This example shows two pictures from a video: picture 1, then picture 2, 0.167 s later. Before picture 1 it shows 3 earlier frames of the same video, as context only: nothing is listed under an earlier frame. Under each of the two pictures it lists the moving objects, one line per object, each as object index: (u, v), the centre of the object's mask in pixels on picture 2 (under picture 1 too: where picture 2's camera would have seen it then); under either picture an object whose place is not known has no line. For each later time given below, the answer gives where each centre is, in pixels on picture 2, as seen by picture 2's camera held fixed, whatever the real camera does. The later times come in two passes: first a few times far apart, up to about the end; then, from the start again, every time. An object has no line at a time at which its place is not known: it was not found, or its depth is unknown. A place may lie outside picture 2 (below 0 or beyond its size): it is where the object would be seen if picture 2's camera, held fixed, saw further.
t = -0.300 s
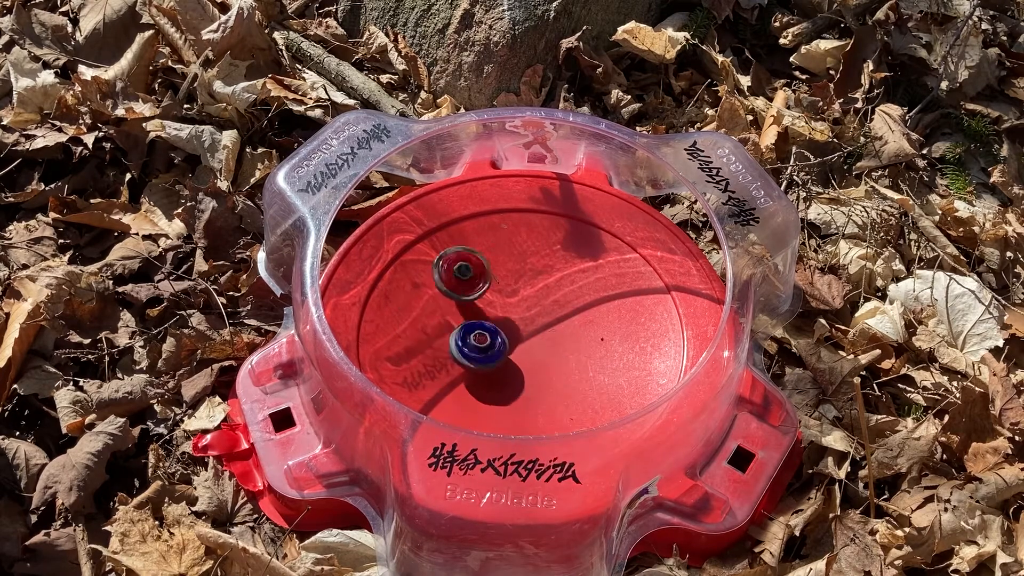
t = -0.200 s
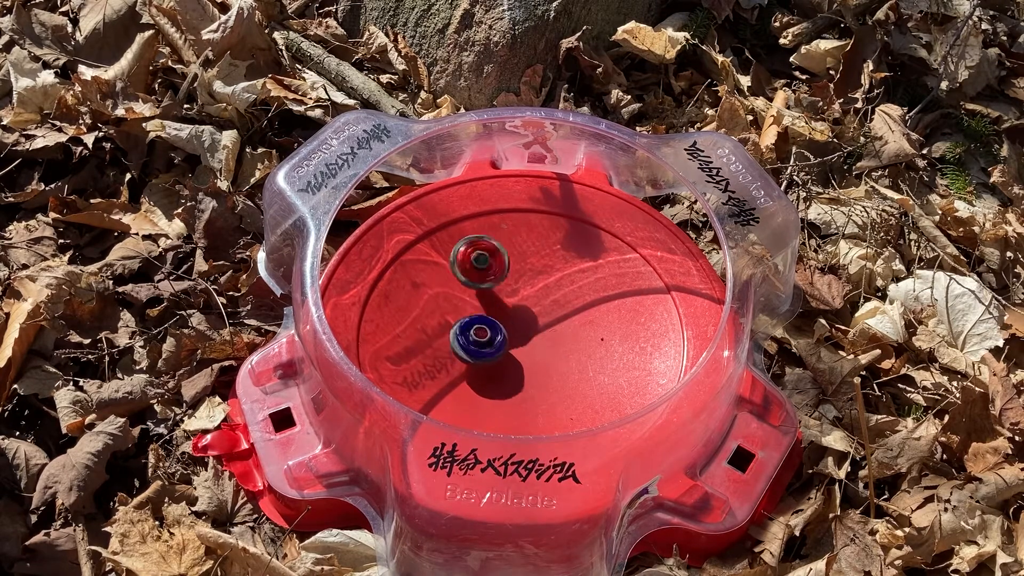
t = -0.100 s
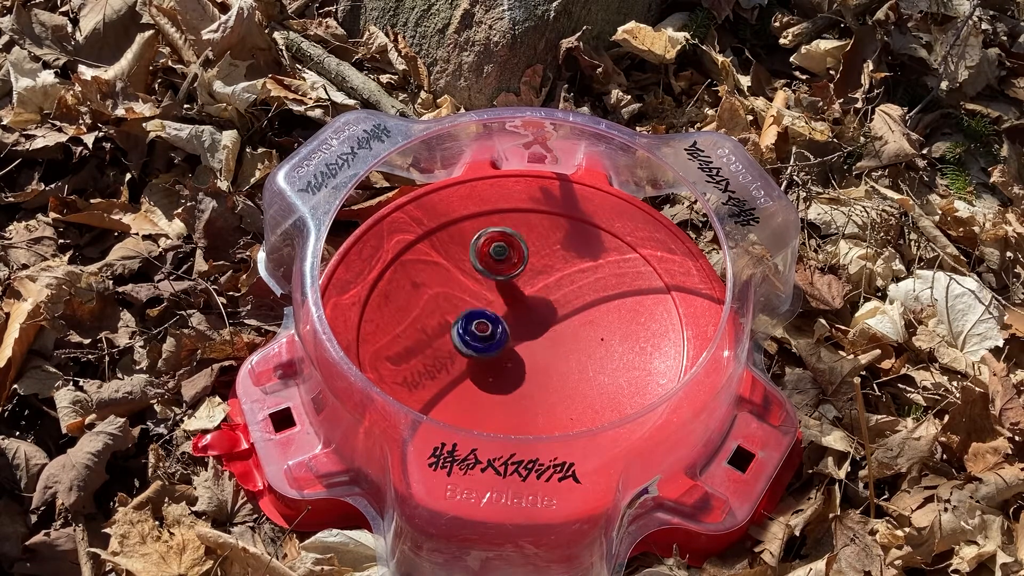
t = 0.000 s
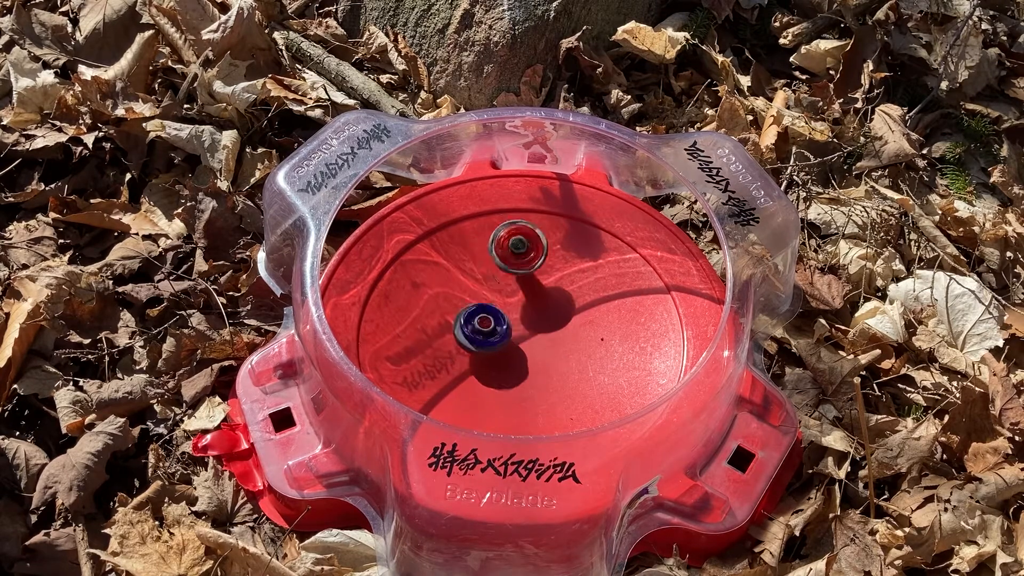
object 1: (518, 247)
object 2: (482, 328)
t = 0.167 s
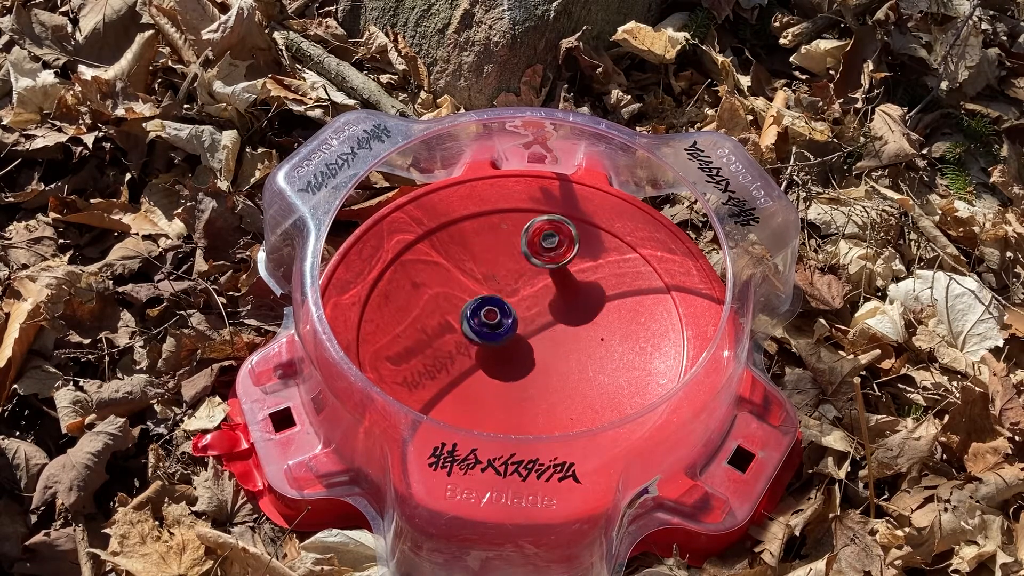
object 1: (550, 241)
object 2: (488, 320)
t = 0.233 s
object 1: (561, 242)
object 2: (491, 317)
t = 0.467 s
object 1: (598, 254)
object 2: (508, 310)
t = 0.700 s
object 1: (612, 294)
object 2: (528, 306)
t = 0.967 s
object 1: (601, 354)
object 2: (545, 306)
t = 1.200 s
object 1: (589, 398)
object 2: (555, 313)
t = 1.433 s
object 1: (566, 414)
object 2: (561, 327)
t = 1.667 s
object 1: (520, 404)
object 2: (561, 342)
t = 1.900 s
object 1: (466, 371)
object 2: (558, 357)
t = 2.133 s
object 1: (426, 339)
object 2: (549, 367)
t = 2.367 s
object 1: (423, 314)
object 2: (535, 372)
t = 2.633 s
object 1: (460, 287)
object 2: (513, 372)
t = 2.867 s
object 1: (513, 268)
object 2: (498, 367)
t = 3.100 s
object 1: (561, 248)
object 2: (486, 355)
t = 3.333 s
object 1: (593, 249)
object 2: (480, 342)
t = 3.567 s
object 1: (599, 284)
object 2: (486, 333)
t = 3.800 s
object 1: (578, 344)
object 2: (496, 322)
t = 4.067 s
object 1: (568, 399)
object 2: (513, 311)
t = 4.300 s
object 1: (549, 416)
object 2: (527, 306)
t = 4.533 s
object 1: (510, 409)
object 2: (540, 307)
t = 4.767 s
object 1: (479, 374)
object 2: (549, 314)
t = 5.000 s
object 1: (451, 323)
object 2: (554, 330)
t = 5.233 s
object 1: (436, 286)
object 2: (556, 346)
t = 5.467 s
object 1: (454, 270)
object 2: (554, 358)
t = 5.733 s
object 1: (515, 273)
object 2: (543, 369)
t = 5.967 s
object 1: (574, 271)
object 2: (531, 372)
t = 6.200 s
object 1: (607, 280)
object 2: (516, 369)
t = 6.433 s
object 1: (606, 317)
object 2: (503, 360)
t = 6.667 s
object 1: (581, 365)
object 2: (495, 348)
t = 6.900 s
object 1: (552, 403)
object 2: (492, 336)
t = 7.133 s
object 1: (522, 412)
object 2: (496, 325)
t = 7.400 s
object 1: (482, 379)
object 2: (506, 317)
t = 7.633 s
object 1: (446, 332)
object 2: (518, 314)
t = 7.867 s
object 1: (430, 297)
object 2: (529, 315)
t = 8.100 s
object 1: (454, 286)
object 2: (540, 322)
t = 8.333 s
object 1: (515, 281)
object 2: (548, 331)
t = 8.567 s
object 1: (573, 268)
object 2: (548, 342)
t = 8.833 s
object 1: (602, 276)
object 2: (545, 353)
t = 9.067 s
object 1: (586, 319)
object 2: (536, 359)
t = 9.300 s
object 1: (613, 342)
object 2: (474, 381)
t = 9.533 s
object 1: (591, 360)
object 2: (461, 384)
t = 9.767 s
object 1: (537, 374)
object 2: (456, 379)
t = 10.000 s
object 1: (509, 388)
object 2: (462, 360)
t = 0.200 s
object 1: (555, 241)
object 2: (490, 319)
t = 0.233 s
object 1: (561, 242)
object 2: (491, 317)
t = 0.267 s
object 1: (567, 242)
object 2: (493, 316)
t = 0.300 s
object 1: (572, 243)
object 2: (495, 315)
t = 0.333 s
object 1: (578, 244)
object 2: (498, 314)
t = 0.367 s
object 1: (584, 246)
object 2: (500, 313)
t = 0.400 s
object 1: (589, 248)
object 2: (503, 312)
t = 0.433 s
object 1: (593, 251)
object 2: (505, 311)
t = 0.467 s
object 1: (598, 254)
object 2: (508, 310)
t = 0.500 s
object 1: (601, 258)
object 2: (511, 309)
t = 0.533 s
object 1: (605, 262)
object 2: (514, 308)
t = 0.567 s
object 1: (607, 267)
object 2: (517, 308)
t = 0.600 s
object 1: (609, 273)
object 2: (520, 308)
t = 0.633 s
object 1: (611, 280)
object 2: (523, 307)
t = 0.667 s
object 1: (611, 287)
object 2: (525, 306)
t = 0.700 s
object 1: (612, 294)
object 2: (528, 306)
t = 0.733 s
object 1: (611, 301)
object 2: (531, 306)
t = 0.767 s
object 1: (610, 309)
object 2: (533, 306)
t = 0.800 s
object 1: (608, 317)
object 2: (535, 306)
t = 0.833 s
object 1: (607, 324)
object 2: (537, 306)
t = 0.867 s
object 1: (606, 332)
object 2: (540, 306)
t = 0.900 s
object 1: (604, 340)
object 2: (542, 306)
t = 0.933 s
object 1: (603, 347)
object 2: (543, 306)
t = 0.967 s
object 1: (601, 354)
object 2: (545, 306)
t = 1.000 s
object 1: (600, 361)
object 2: (547, 307)
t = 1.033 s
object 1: (598, 367)
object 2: (549, 307)
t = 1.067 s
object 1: (597, 374)
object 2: (550, 308)
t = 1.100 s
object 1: (595, 381)
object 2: (552, 310)
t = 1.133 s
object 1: (594, 387)
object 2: (553, 311)
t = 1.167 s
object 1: (591, 392)
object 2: (554, 312)
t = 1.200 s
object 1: (589, 398)
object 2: (555, 313)
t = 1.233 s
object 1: (587, 402)
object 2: (556, 315)
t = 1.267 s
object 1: (584, 406)
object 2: (557, 316)
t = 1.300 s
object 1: (581, 409)
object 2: (558, 318)
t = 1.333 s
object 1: (578, 411)
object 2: (559, 320)
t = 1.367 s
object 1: (574, 413)
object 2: (560, 322)
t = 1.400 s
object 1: (570, 414)
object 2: (561, 325)
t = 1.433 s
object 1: (566, 414)
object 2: (561, 327)
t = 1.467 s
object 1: (561, 415)
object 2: (562, 329)
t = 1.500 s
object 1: (555, 415)
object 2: (562, 331)
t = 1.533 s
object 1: (549, 414)
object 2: (562, 333)
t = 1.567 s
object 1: (543, 413)
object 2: (562, 335)
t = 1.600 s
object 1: (536, 411)
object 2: (562, 337)
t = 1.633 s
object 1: (528, 408)
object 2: (562, 340)
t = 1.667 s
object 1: (520, 404)
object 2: (561, 342)
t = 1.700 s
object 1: (513, 401)
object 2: (561, 344)
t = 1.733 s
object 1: (505, 397)
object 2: (561, 346)
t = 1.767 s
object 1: (497, 393)
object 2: (561, 348)
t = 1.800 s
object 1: (489, 388)
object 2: (560, 350)
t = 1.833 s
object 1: (481, 383)
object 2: (559, 352)
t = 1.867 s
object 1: (473, 377)
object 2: (558, 354)
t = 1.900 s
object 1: (466, 371)
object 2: (558, 357)
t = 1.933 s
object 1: (458, 366)
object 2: (556, 359)
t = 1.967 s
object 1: (451, 361)
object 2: (555, 360)
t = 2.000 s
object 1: (444, 355)
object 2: (554, 362)
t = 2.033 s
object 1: (439, 351)
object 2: (553, 363)
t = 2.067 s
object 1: (434, 347)
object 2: (552, 365)
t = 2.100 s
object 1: (430, 342)
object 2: (550, 366)
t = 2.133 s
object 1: (426, 339)
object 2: (549, 367)
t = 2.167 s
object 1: (424, 335)
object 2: (547, 368)
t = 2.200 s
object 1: (422, 331)
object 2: (546, 369)
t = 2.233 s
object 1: (420, 328)
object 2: (544, 370)
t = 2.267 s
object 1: (420, 324)
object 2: (542, 371)
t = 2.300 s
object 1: (421, 321)
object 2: (540, 372)
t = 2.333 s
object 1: (422, 317)
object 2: (538, 373)
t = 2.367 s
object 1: (423, 314)
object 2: (535, 372)
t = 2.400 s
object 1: (426, 311)
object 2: (533, 373)
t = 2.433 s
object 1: (429, 307)
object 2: (530, 373)
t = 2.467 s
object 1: (434, 303)
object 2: (528, 373)
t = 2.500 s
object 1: (438, 299)
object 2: (525, 373)
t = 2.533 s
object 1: (443, 296)
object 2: (522, 374)
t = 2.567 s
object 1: (449, 293)
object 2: (519, 373)
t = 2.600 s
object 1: (454, 290)
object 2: (517, 373)
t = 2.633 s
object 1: (460, 287)
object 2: (513, 372)
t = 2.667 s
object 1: (467, 284)
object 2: (511, 371)
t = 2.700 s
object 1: (473, 281)
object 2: (508, 370)
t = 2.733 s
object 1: (481, 279)
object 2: (506, 370)
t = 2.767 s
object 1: (489, 276)
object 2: (504, 369)
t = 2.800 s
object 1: (497, 273)
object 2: (502, 368)
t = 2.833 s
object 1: (505, 270)
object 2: (500, 367)
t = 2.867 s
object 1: (513, 268)
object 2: (498, 367)
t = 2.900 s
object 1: (521, 265)
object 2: (496, 365)
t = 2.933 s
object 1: (528, 262)
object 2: (494, 364)
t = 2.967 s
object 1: (535, 259)
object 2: (492, 362)
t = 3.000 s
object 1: (542, 256)
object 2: (490, 360)
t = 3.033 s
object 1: (549, 253)
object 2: (489, 359)
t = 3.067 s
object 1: (555, 251)
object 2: (487, 357)
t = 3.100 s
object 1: (561, 248)
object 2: (486, 355)
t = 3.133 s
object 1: (566, 246)
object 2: (485, 353)
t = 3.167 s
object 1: (572, 245)
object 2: (483, 351)
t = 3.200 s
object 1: (577, 244)
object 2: (482, 350)
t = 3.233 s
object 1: (582, 244)
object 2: (482, 348)
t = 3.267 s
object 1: (586, 245)
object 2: (481, 346)
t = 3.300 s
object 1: (589, 246)
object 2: (481, 344)
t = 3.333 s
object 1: (593, 249)
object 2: (480, 342)
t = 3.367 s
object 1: (595, 251)
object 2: (481, 341)
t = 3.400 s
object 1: (598, 255)
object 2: (481, 339)
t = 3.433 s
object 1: (599, 260)
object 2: (482, 341)
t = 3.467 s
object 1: (600, 265)
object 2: (483, 340)
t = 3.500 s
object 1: (600, 270)
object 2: (484, 338)
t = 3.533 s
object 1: (600, 277)
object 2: (485, 335)
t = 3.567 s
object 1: (599, 284)
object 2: (486, 333)
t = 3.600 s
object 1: (596, 291)
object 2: (487, 332)
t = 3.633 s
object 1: (593, 299)
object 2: (488, 330)
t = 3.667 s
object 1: (590, 308)
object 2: (490, 329)
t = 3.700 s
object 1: (586, 316)
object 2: (491, 327)
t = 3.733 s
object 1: (583, 325)
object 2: (493, 325)
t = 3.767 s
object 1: (580, 335)
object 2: (494, 323)
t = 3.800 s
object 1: (578, 344)
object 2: (496, 322)
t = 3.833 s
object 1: (577, 353)
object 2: (498, 320)
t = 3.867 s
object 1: (575, 361)
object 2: (501, 318)
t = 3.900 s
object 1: (574, 369)
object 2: (503, 317)
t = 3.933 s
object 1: (573, 376)
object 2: (505, 316)
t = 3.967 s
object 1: (572, 383)
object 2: (507, 315)
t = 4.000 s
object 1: (571, 389)
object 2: (509, 313)
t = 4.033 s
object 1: (570, 394)
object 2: (511, 312)
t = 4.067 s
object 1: (568, 399)
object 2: (513, 311)
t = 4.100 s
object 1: (567, 403)
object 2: (515, 310)
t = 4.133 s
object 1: (565, 407)
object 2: (517, 309)
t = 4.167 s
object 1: (563, 409)
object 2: (519, 309)
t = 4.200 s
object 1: (560, 412)
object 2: (521, 308)
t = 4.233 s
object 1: (557, 414)
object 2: (523, 307)
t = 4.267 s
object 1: (553, 415)
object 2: (525, 307)
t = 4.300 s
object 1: (549, 416)
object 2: (527, 306)
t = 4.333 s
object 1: (544, 417)
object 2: (529, 306)
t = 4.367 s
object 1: (539, 417)
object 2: (532, 306)
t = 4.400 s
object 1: (533, 417)
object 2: (533, 306)
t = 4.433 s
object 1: (527, 416)
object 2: (535, 306)
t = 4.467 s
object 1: (522, 414)
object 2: (537, 306)
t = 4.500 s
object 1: (515, 412)
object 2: (539, 306)
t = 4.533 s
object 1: (510, 409)
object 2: (540, 307)
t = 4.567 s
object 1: (505, 406)
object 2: (542, 308)
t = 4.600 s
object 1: (501, 400)
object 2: (543, 308)
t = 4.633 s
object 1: (496, 397)
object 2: (545, 309)
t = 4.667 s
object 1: (492, 392)
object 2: (546, 310)
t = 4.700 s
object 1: (487, 386)
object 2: (547, 311)
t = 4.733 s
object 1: (483, 380)
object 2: (548, 312)
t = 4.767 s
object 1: (479, 374)
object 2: (549, 314)
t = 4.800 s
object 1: (475, 367)
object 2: (550, 315)
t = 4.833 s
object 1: (471, 360)
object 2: (551, 317)
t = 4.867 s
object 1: (467, 353)
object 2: (551, 319)
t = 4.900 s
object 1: (463, 345)
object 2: (552, 322)
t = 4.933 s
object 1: (459, 339)
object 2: (553, 324)
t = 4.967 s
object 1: (456, 331)
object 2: (554, 327)
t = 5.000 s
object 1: (451, 323)
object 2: (554, 330)
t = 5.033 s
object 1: (448, 316)
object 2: (554, 332)
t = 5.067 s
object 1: (445, 310)
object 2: (554, 335)
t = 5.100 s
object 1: (443, 305)
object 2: (555, 338)
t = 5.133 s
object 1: (440, 299)
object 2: (555, 340)
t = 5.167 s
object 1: (438, 295)
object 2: (555, 342)
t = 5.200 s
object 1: (437, 289)
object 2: (556, 344)
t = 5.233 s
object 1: (436, 286)
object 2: (556, 346)
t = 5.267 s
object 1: (436, 283)
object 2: (556, 348)
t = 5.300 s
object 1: (437, 279)
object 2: (556, 350)
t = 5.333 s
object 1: (439, 276)
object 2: (556, 352)
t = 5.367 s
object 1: (441, 274)
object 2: (556, 353)
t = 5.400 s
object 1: (445, 272)
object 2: (555, 355)
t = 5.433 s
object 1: (449, 271)
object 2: (555, 357)
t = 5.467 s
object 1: (454, 270)
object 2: (554, 358)
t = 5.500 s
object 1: (460, 269)
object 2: (552, 360)
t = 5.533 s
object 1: (465, 270)
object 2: (551, 362)
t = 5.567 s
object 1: (472, 270)
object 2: (550, 363)
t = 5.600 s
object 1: (480, 270)
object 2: (549, 365)
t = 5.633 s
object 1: (488, 271)
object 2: (548, 366)
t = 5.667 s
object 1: (496, 272)
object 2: (546, 367)
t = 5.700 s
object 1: (505, 273)
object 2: (545, 368)
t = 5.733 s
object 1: (515, 273)
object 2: (543, 369)
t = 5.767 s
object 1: (524, 274)
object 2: (542, 370)
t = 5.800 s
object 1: (533, 274)
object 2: (540, 371)
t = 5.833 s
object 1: (542, 274)
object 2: (539, 371)
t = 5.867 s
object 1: (551, 273)
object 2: (537, 372)
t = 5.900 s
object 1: (559, 272)
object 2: (535, 372)
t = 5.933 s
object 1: (567, 272)
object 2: (533, 372)
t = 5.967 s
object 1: (574, 271)
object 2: (531, 372)
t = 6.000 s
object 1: (580, 270)
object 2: (529, 372)
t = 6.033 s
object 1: (586, 270)
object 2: (527, 372)
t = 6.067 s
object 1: (592, 271)
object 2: (525, 371)
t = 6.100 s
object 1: (596, 272)
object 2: (522, 371)
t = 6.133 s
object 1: (600, 274)
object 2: (520, 370)
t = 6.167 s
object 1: (604, 276)
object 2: (518, 369)
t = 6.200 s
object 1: (607, 280)
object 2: (516, 369)
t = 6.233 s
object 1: (610, 284)
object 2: (514, 367)
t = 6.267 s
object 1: (611, 289)
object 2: (512, 366)
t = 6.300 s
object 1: (611, 294)
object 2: (510, 365)
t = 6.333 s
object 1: (611, 299)
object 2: (508, 365)
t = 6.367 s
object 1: (610, 305)
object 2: (506, 363)
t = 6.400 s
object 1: (608, 311)
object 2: (505, 362)
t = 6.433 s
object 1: (606, 317)
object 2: (503, 360)
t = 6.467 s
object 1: (603, 323)
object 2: (502, 359)
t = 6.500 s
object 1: (600, 330)
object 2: (500, 357)
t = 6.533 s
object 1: (597, 337)
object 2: (499, 355)
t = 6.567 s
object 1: (593, 343)
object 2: (498, 353)
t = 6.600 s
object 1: (589, 351)
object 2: (497, 352)
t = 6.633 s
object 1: (585, 358)
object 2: (496, 350)
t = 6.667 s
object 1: (581, 365)
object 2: (495, 348)
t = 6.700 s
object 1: (577, 371)
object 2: (494, 346)
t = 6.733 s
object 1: (573, 378)
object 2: (493, 345)
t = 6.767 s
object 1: (569, 384)
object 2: (493, 343)
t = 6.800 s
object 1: (565, 389)
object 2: (492, 341)
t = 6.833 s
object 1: (561, 395)
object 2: (492, 340)
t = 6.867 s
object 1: (557, 399)
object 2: (492, 338)
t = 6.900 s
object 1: (552, 403)
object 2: (492, 336)
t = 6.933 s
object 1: (547, 406)
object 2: (492, 335)
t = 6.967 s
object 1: (543, 409)
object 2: (493, 333)
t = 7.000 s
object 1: (539, 411)
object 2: (493, 331)
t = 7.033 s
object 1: (535, 412)
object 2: (494, 330)
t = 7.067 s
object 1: (530, 413)
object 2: (494, 328)
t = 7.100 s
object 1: (526, 413)
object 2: (495, 327)
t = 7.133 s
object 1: (522, 412)
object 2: (496, 325)
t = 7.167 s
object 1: (518, 411)
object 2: (497, 323)
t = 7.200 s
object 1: (513, 409)
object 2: (498, 322)
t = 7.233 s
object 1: (509, 406)
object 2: (499, 321)
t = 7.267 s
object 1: (504, 402)
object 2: (501, 320)
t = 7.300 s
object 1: (498, 397)
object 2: (502, 319)
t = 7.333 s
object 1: (493, 392)
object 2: (503, 318)
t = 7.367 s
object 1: (488, 386)
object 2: (505, 318)
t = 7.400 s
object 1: (482, 379)
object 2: (506, 317)
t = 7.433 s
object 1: (477, 373)
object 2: (508, 316)
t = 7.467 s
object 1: (471, 366)
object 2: (510, 315)
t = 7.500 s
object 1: (466, 359)
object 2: (512, 315)
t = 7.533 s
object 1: (460, 352)
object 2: (513, 314)
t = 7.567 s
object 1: (455, 345)
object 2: (515, 314)
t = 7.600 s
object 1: (450, 338)
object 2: (516, 314)
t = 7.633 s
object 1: (446, 332)
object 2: (518, 314)
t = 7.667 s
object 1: (442, 325)
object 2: (520, 313)
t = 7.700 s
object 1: (439, 320)
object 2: (522, 313)
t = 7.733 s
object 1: (436, 315)
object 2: (523, 313)
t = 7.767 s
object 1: (433, 310)
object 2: (525, 314)
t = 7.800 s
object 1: (431, 305)
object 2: (526, 314)
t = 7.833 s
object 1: (430, 301)
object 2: (527, 314)
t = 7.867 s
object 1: (430, 297)
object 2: (529, 315)
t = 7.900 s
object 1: (430, 294)
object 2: (531, 316)
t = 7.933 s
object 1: (432, 291)
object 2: (533, 317)
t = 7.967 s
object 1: (435, 289)
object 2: (535, 318)
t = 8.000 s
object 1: (439, 288)
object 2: (536, 318)
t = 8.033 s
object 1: (443, 287)
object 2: (538, 319)
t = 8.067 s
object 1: (448, 286)
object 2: (539, 320)
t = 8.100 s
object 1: (454, 286)
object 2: (540, 322)
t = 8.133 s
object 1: (461, 285)
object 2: (542, 323)
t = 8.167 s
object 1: (469, 284)
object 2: (543, 324)
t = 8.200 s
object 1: (478, 284)
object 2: (544, 325)
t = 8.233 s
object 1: (487, 283)
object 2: (545, 327)
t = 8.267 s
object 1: (496, 283)
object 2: (546, 328)
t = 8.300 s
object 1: (506, 282)
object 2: (547, 330)
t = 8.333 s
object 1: (515, 281)
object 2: (548, 331)
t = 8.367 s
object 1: (525, 280)
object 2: (548, 333)
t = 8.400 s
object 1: (534, 278)
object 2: (548, 334)
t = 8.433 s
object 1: (543, 276)
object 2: (548, 335)
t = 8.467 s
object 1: (551, 274)
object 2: (549, 337)
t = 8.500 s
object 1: (559, 272)
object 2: (549, 338)
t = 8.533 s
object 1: (566, 270)
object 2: (548, 340)
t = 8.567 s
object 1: (573, 268)
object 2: (548, 342)
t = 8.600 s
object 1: (579, 266)
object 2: (548, 344)
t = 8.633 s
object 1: (584, 266)
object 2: (548, 345)
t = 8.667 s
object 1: (589, 266)
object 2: (548, 347)
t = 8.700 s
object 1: (593, 266)
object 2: (547, 348)
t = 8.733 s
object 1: (596, 267)
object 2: (547, 349)
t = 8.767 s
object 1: (599, 269)
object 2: (546, 350)
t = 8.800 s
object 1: (601, 272)
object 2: (545, 351)
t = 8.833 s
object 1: (602, 276)
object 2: (545, 353)
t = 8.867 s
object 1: (602, 280)
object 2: (544, 353)
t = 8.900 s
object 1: (601, 285)
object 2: (543, 354)
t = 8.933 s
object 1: (600, 291)
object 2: (542, 355)
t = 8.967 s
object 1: (597, 297)
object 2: (540, 356)
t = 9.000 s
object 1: (594, 303)
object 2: (539, 357)
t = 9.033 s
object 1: (590, 311)
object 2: (538, 358)
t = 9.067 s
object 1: (586, 319)
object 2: (536, 359)
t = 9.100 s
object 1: (585, 326)
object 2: (531, 361)
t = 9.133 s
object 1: (598, 326)
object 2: (511, 367)
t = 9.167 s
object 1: (606, 329)
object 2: (495, 370)
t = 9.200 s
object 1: (610, 333)
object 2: (486, 373)
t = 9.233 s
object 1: (612, 336)
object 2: (480, 377)
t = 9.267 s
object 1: (613, 339)
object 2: (477, 379)
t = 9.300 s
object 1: (613, 342)
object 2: (474, 381)
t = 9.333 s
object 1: (612, 345)
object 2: (472, 381)
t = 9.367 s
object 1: (610, 347)
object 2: (470, 382)
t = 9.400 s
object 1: (607, 351)
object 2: (467, 383)
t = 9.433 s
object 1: (604, 354)
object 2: (466, 384)
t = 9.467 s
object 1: (599, 356)
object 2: (464, 384)
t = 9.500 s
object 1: (595, 359)
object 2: (462, 384)
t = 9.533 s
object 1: (591, 360)
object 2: (461, 384)
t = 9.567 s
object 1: (585, 362)
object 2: (460, 384)
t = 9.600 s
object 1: (578, 364)
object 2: (459, 384)
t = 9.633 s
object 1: (571, 366)
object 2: (458, 383)
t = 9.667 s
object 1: (562, 368)
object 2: (457, 383)
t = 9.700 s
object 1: (554, 370)
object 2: (457, 382)
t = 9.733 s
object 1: (545, 372)
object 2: (456, 380)
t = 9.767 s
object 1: (537, 374)
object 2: (456, 379)
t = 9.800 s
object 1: (528, 376)
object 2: (456, 378)
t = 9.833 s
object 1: (519, 377)
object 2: (455, 376)
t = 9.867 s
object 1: (510, 379)
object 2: (453, 375)
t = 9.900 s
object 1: (504, 378)
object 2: (452, 374)
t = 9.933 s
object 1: (503, 381)
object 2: (454, 370)
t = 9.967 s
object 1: (504, 383)
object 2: (458, 363)
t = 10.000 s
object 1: (509, 388)
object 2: (462, 360)
